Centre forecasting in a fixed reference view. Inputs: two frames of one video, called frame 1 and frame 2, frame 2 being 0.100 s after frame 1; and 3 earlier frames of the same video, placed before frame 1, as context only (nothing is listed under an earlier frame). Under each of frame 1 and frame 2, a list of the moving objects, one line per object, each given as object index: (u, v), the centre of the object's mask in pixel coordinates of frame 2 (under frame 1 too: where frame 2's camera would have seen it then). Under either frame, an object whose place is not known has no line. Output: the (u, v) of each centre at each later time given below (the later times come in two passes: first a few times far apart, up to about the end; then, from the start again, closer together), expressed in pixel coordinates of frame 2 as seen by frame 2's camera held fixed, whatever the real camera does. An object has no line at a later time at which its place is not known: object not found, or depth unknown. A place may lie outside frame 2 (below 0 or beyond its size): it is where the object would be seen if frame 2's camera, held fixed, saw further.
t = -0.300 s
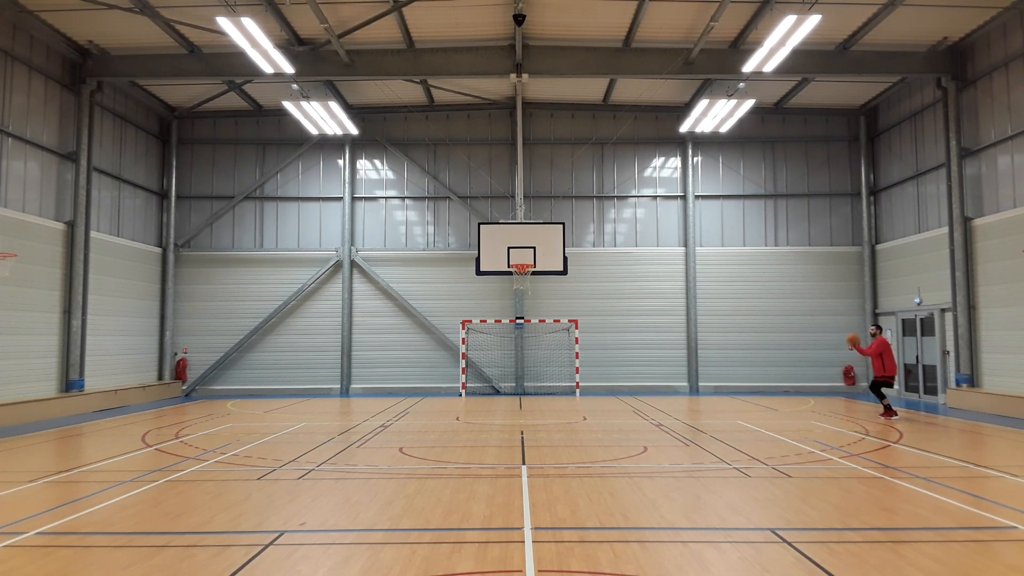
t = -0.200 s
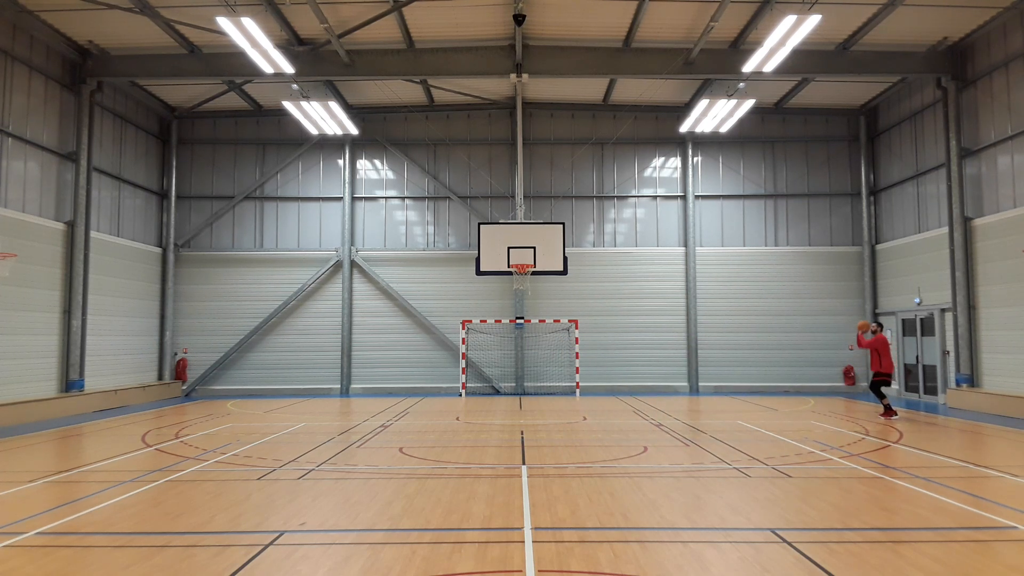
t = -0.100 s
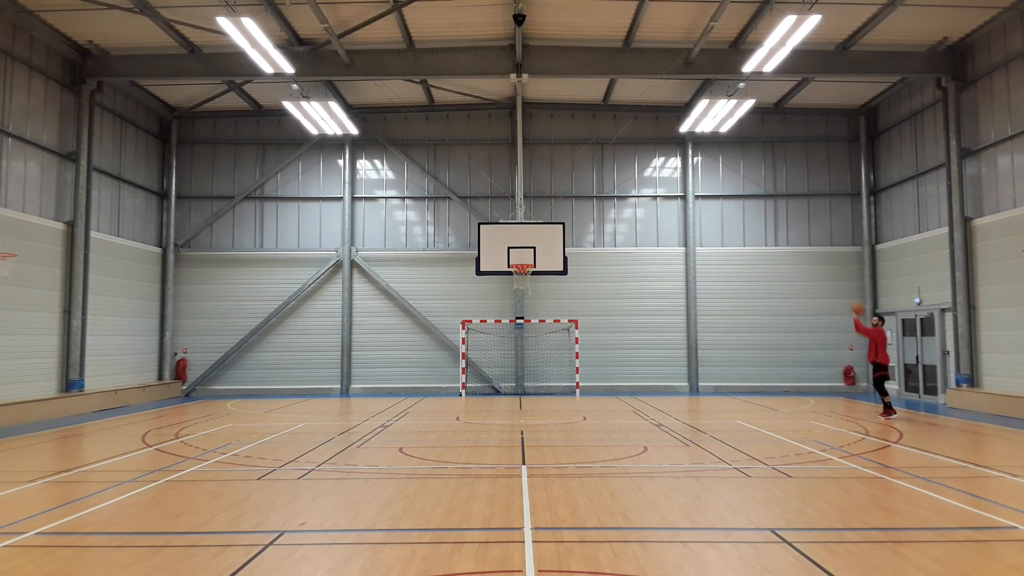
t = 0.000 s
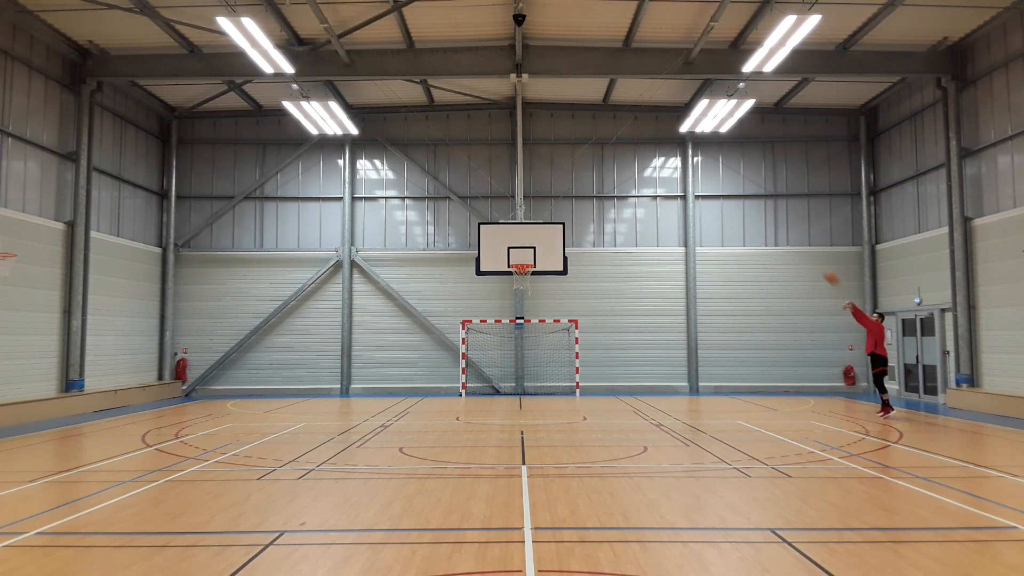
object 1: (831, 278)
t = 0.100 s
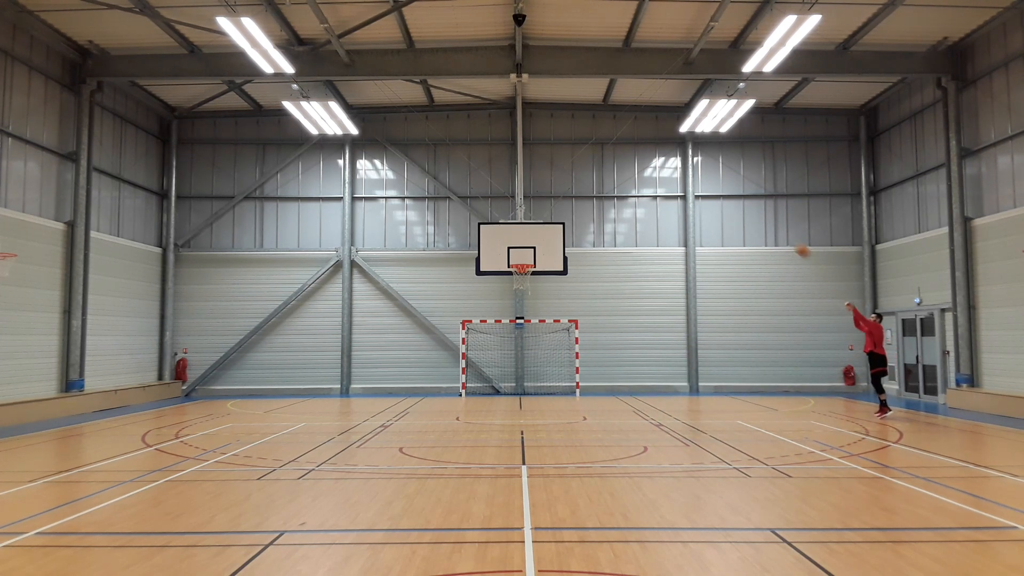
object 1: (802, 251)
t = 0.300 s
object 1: (745, 211)
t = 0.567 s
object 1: (673, 189)
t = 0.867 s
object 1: (598, 204)
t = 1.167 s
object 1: (523, 259)
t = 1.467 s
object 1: (541, 238)
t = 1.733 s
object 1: (571, 243)
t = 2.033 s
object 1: (607, 295)
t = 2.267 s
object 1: (639, 374)
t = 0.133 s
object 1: (793, 242)
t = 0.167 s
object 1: (783, 236)
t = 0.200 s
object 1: (774, 228)
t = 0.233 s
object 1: (764, 222)
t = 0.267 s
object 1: (755, 216)
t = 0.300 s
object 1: (745, 211)
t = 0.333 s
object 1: (736, 207)
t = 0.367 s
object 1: (728, 202)
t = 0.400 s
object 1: (719, 198)
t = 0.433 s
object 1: (710, 196)
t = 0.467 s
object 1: (701, 193)
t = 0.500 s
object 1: (691, 191)
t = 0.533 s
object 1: (684, 189)
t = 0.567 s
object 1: (673, 189)
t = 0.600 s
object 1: (665, 189)
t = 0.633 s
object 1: (657, 189)
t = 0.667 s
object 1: (648, 189)
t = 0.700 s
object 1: (639, 190)
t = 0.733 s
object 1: (631, 192)
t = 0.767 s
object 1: (623, 194)
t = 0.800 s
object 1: (615, 197)
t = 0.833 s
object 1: (606, 200)
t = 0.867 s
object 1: (598, 204)
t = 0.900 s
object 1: (589, 208)
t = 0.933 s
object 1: (581, 213)
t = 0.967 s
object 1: (573, 218)
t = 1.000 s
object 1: (564, 224)
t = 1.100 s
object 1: (540, 244)
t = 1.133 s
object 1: (531, 251)
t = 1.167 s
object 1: (523, 259)
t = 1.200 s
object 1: (518, 261)
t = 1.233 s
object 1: (516, 260)
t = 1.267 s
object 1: (519, 256)
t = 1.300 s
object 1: (523, 252)
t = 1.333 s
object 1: (526, 248)
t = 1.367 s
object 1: (530, 245)
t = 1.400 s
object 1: (533, 242)
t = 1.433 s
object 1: (537, 239)
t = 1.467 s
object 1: (541, 238)
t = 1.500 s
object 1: (544, 236)
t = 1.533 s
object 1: (548, 236)
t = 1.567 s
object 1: (552, 235)
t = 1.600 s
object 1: (556, 236)
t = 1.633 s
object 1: (559, 237)
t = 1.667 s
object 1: (563, 239)
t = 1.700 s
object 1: (567, 241)
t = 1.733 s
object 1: (571, 243)
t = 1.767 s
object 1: (575, 246)
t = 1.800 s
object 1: (579, 251)
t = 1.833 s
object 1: (582, 255)
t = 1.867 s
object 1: (587, 260)
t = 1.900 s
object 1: (591, 266)
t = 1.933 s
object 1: (595, 272)
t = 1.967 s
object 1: (599, 279)
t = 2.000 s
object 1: (603, 287)
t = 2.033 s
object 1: (607, 295)
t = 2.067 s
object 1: (612, 305)
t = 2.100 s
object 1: (616, 314)
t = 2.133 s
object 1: (620, 325)
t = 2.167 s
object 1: (625, 336)
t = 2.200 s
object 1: (629, 348)
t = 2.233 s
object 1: (634, 361)
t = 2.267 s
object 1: (639, 374)
